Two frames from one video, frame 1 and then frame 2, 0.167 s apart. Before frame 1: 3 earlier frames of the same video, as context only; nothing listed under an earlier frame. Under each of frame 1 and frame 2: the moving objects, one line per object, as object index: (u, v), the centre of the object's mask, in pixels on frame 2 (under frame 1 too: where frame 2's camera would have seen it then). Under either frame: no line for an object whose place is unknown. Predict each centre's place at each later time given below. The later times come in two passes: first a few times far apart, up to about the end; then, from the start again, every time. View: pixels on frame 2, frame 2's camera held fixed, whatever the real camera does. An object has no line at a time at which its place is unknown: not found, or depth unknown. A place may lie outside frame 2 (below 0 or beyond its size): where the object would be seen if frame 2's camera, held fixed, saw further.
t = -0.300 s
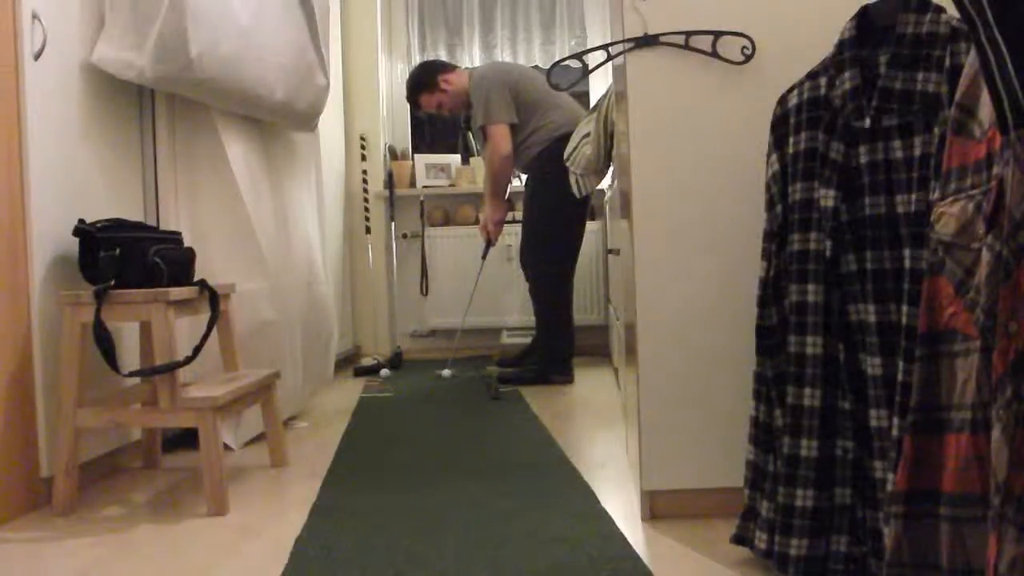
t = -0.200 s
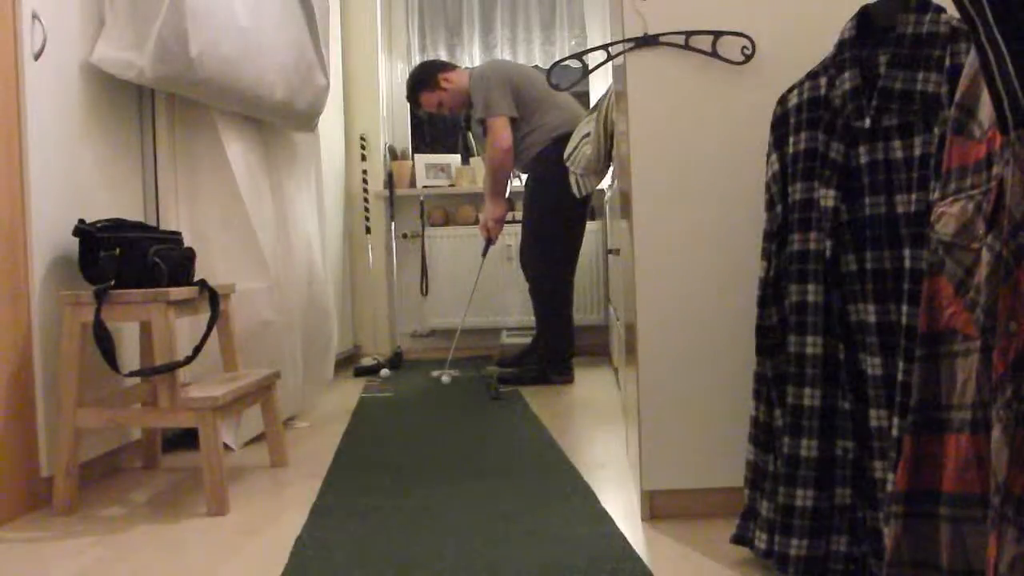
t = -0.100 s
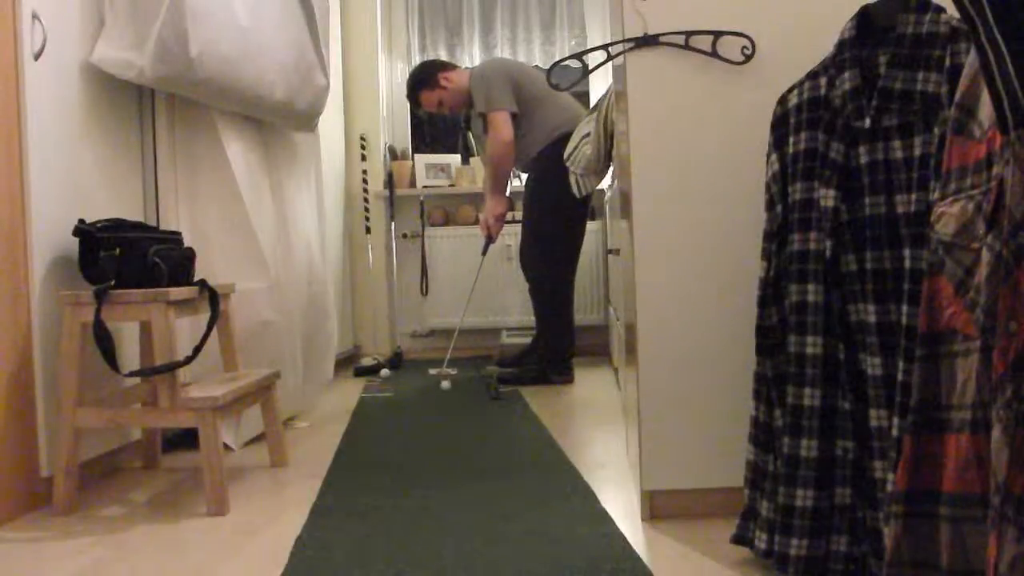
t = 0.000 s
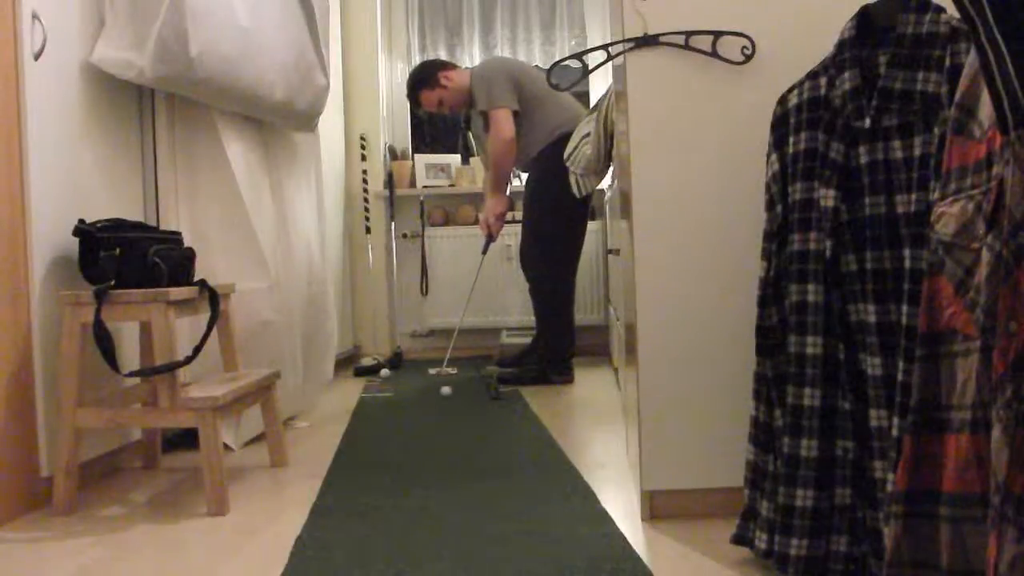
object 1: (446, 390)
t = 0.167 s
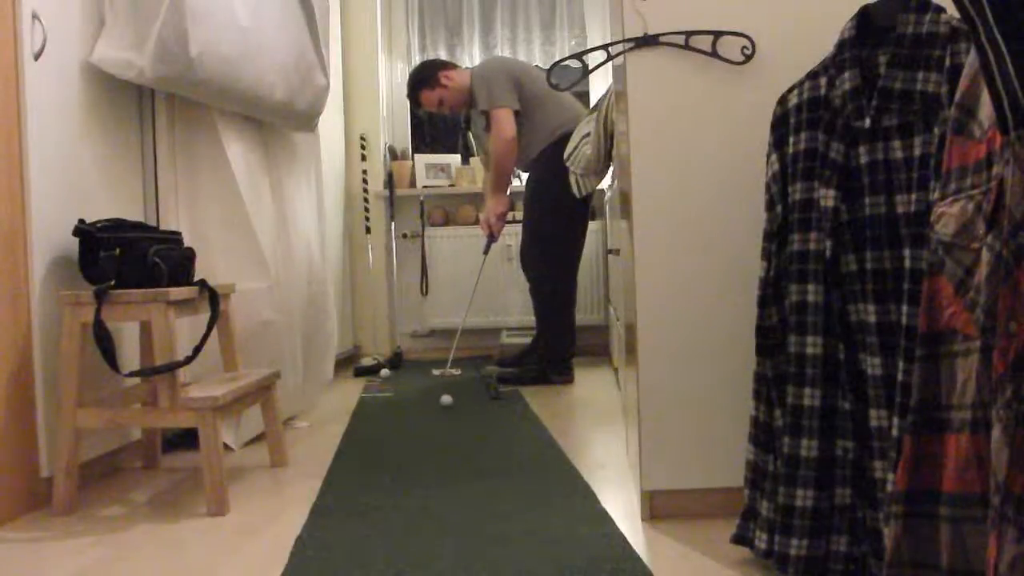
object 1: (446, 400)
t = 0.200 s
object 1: (446, 402)
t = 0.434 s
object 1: (445, 418)
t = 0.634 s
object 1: (445, 434)
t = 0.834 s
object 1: (445, 451)
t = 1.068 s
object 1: (447, 475)
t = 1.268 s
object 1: (448, 498)
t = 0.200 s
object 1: (446, 402)
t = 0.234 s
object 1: (446, 404)
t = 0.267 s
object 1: (446, 406)
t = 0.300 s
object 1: (446, 409)
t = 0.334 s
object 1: (446, 411)
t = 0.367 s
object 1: (445, 414)
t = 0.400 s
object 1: (445, 416)
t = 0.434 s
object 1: (445, 418)
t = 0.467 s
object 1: (445, 421)
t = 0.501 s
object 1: (445, 423)
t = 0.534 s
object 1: (445, 426)
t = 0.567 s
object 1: (445, 429)
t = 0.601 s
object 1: (445, 431)
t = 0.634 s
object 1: (445, 434)
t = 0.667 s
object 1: (445, 437)
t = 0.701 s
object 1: (445, 439)
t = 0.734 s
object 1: (445, 442)
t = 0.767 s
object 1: (445, 445)
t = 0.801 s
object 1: (445, 448)
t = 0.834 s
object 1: (445, 451)
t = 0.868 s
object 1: (446, 454)
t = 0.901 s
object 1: (446, 457)
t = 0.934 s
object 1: (446, 461)
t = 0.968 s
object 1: (446, 464)
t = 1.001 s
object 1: (446, 467)
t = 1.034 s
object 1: (447, 471)
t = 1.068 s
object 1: (447, 475)
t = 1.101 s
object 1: (447, 478)
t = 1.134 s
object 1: (447, 482)
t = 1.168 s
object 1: (447, 486)
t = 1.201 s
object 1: (448, 490)
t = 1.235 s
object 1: (448, 494)
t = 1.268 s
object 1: (448, 498)
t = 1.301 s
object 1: (448, 503)
